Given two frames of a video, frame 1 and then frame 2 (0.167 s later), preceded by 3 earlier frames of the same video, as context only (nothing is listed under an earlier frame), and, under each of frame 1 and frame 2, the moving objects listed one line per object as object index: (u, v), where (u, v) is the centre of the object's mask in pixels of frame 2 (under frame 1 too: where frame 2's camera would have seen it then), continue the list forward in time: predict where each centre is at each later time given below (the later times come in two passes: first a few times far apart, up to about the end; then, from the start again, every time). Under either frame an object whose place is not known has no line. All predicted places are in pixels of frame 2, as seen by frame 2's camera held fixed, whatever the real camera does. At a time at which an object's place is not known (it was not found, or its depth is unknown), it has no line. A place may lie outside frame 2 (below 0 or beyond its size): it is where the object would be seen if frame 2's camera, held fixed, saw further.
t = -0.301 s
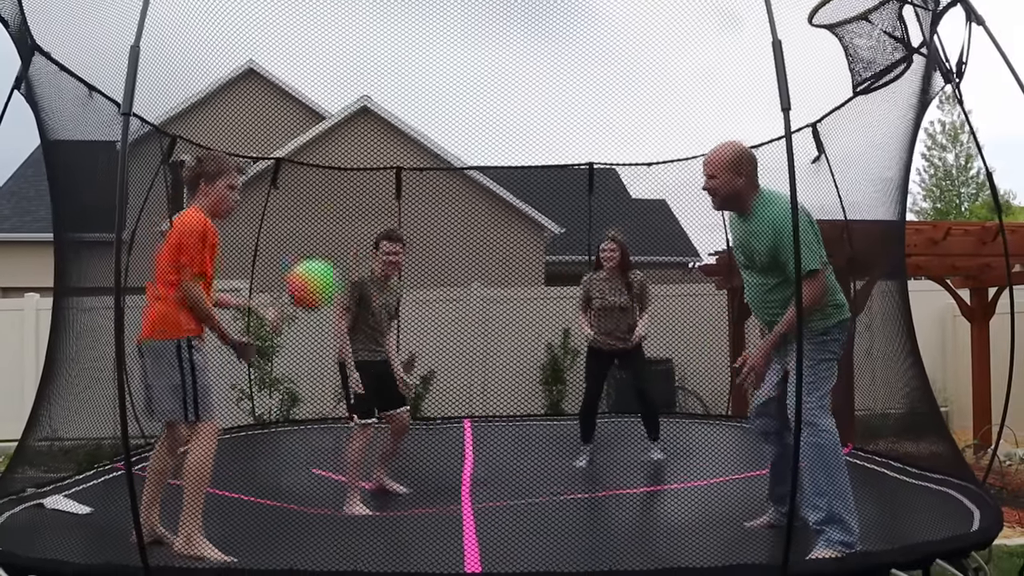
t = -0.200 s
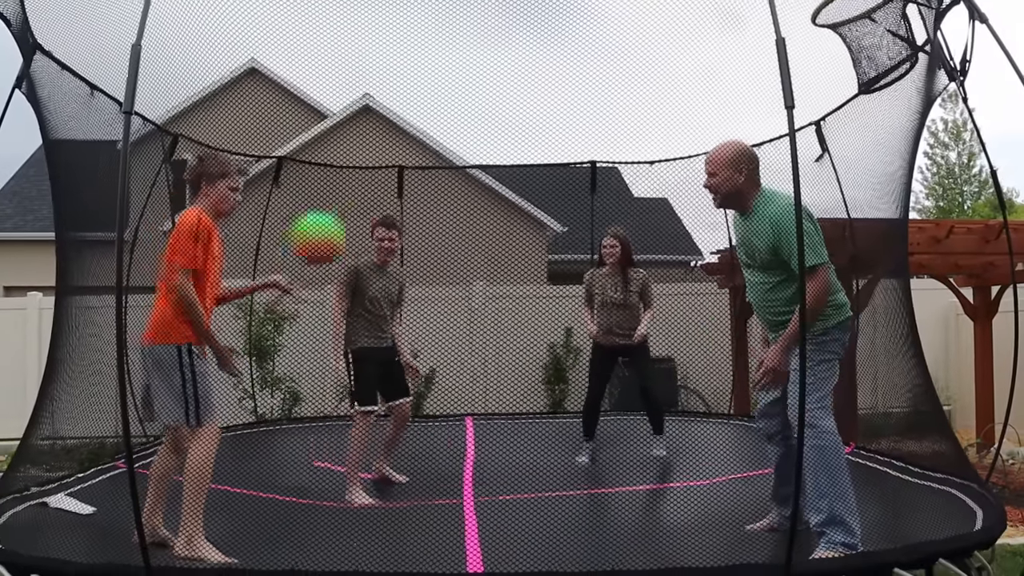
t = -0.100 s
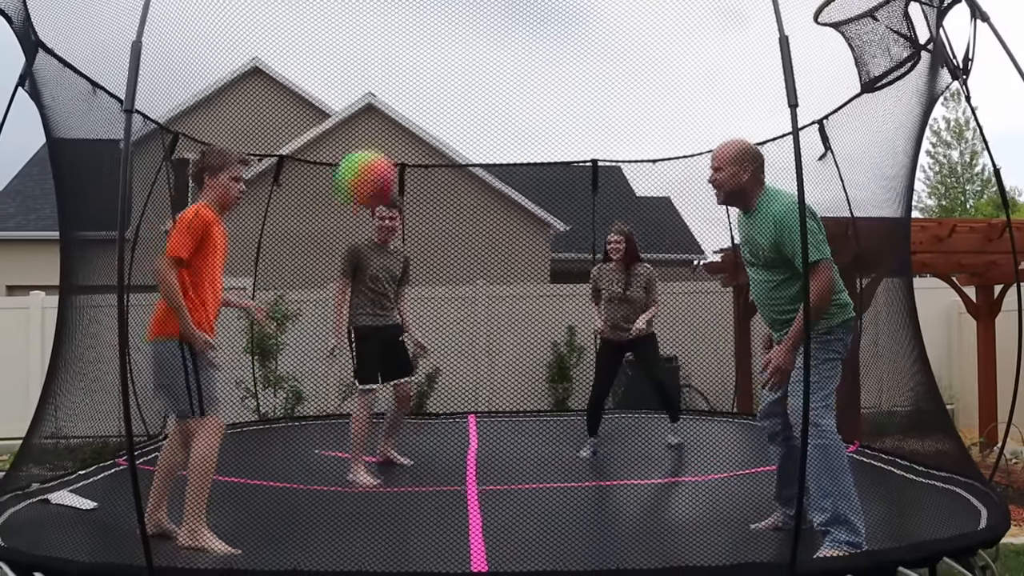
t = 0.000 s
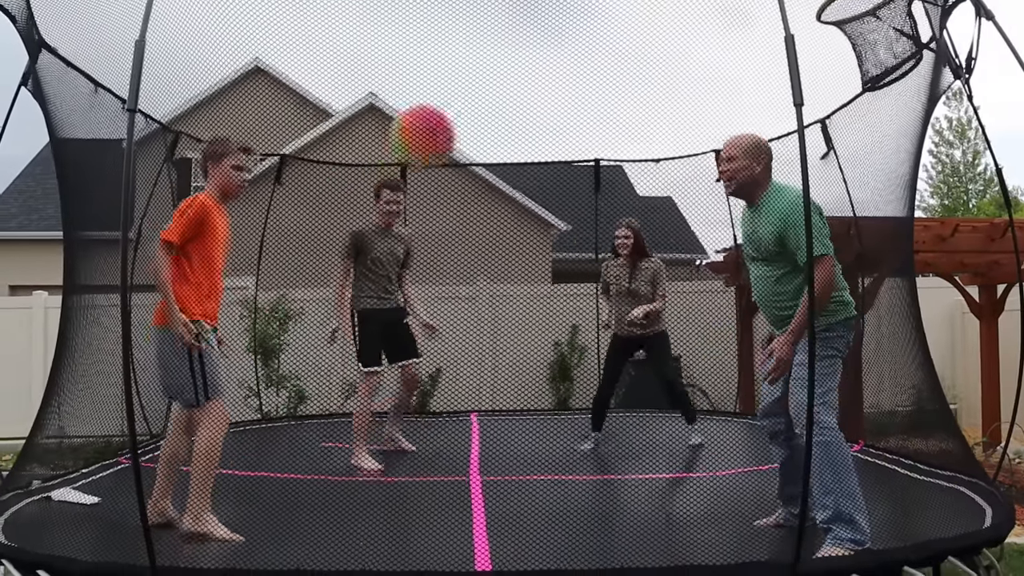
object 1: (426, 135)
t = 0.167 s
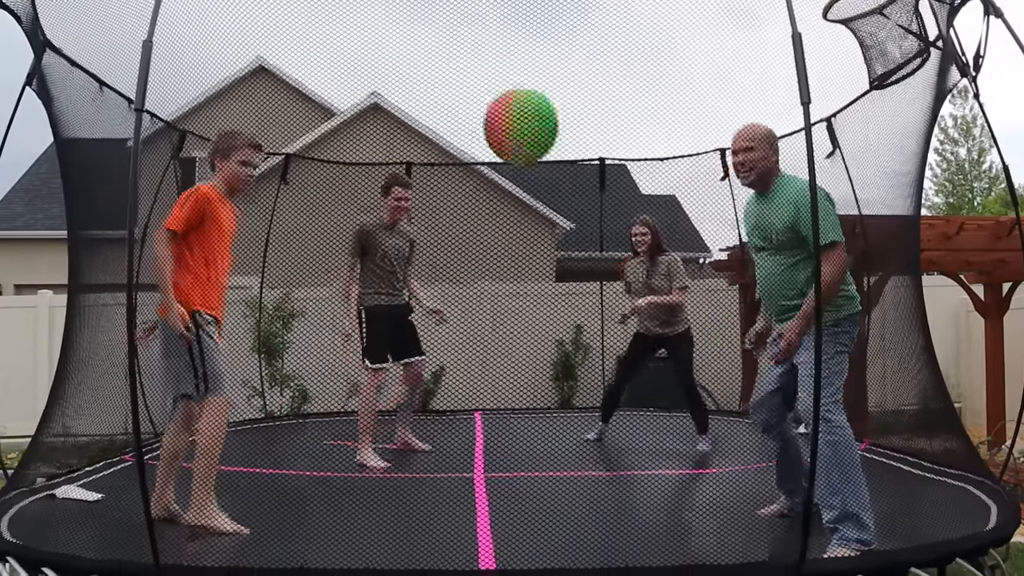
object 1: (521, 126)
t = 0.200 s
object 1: (537, 136)
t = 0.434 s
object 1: (618, 284)
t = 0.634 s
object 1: (666, 493)
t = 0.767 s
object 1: (676, 445)
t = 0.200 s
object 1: (537, 136)
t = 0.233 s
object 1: (551, 151)
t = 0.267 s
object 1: (563, 168)
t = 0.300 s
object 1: (577, 187)
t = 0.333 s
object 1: (588, 208)
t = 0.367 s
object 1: (599, 229)
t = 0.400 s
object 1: (608, 256)
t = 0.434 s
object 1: (618, 284)
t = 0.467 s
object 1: (626, 313)
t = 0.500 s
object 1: (635, 345)
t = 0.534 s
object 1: (643, 381)
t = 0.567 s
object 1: (649, 414)
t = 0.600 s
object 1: (658, 453)
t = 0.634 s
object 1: (666, 493)
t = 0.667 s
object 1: (671, 520)
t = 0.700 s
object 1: (674, 493)
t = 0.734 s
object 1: (676, 468)
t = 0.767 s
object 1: (676, 445)
